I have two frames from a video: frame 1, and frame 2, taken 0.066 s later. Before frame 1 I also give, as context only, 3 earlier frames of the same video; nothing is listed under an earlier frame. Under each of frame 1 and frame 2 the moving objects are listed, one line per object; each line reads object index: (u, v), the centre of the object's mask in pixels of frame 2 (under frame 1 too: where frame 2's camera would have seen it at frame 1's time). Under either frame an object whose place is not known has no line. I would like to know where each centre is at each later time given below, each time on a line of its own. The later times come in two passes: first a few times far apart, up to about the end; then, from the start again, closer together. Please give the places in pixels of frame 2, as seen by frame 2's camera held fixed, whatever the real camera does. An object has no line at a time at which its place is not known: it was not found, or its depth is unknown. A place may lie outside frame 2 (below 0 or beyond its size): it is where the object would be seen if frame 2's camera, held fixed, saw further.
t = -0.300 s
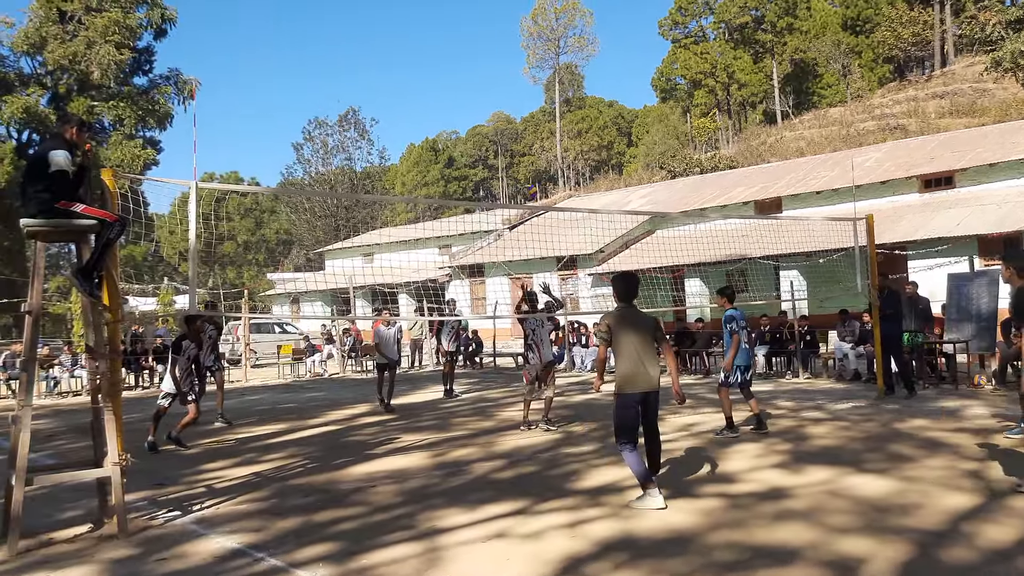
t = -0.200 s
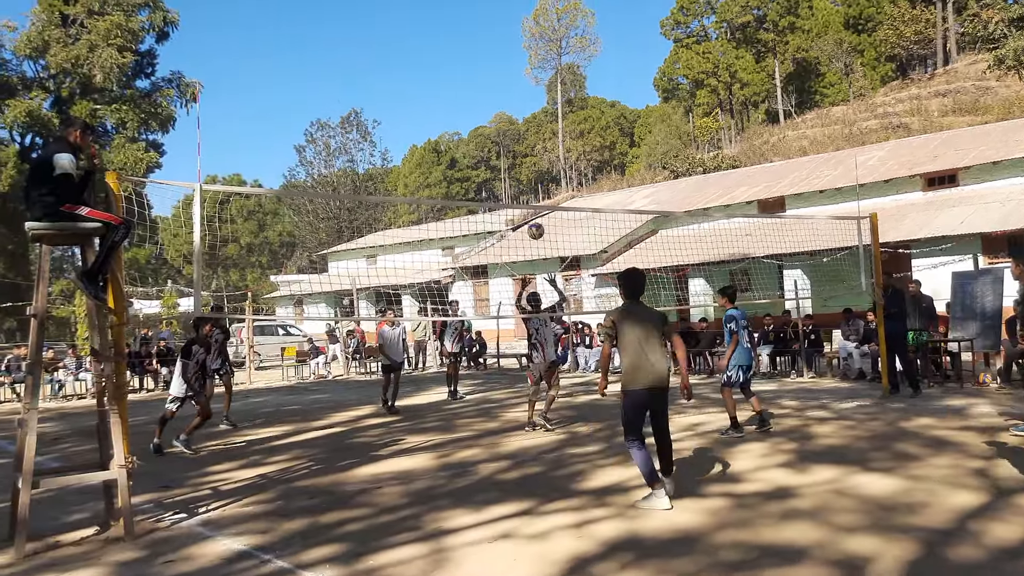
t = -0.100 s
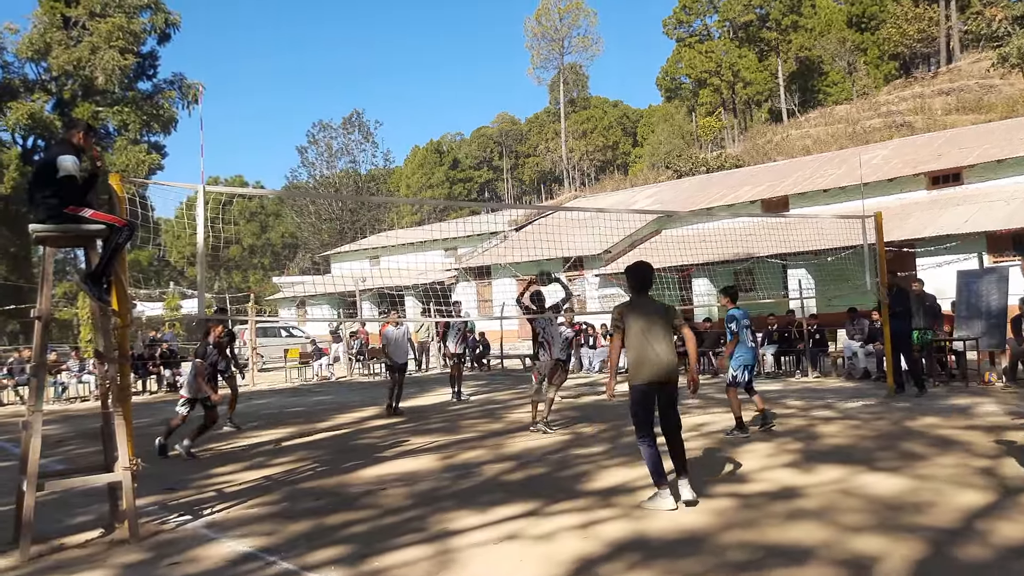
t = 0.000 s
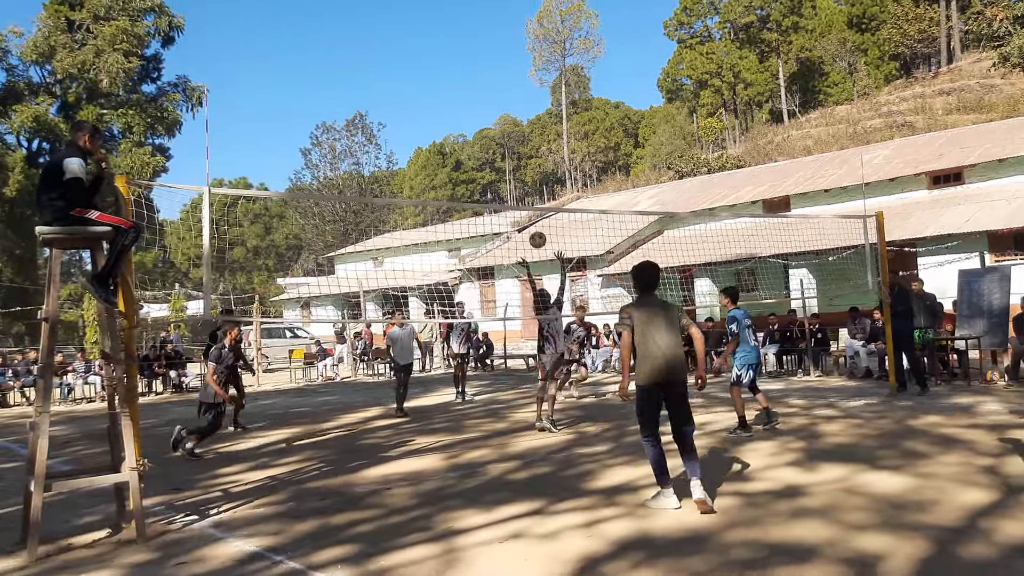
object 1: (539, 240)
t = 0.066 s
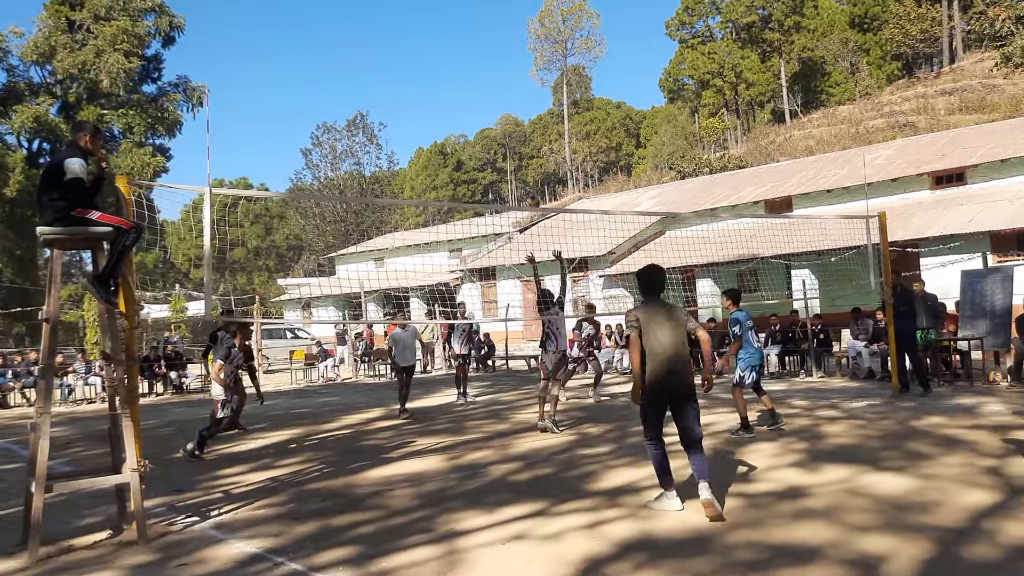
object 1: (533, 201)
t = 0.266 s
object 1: (510, 111)
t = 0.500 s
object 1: (484, 42)
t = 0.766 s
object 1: (457, 17)
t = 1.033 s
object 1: (433, 59)
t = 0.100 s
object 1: (528, 187)
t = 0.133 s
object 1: (524, 169)
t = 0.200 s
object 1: (517, 138)
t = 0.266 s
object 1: (510, 111)
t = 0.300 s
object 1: (506, 98)
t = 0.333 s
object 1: (502, 87)
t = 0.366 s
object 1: (498, 76)
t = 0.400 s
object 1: (495, 66)
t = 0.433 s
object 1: (491, 57)
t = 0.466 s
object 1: (487, 49)
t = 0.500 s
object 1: (484, 42)
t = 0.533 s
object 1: (481, 36)
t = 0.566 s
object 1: (477, 30)
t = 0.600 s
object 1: (474, 25)
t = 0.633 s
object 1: (471, 22)
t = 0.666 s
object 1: (467, 19)
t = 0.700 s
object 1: (463, 17)
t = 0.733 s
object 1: (460, 16)
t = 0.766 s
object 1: (457, 17)
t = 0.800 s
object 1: (454, 18)
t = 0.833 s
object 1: (451, 21)
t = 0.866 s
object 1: (448, 24)
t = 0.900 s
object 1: (445, 29)
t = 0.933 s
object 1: (442, 35)
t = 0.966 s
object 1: (439, 42)
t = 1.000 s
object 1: (436, 50)
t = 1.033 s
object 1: (433, 59)
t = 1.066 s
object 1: (431, 70)
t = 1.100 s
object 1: (428, 81)
